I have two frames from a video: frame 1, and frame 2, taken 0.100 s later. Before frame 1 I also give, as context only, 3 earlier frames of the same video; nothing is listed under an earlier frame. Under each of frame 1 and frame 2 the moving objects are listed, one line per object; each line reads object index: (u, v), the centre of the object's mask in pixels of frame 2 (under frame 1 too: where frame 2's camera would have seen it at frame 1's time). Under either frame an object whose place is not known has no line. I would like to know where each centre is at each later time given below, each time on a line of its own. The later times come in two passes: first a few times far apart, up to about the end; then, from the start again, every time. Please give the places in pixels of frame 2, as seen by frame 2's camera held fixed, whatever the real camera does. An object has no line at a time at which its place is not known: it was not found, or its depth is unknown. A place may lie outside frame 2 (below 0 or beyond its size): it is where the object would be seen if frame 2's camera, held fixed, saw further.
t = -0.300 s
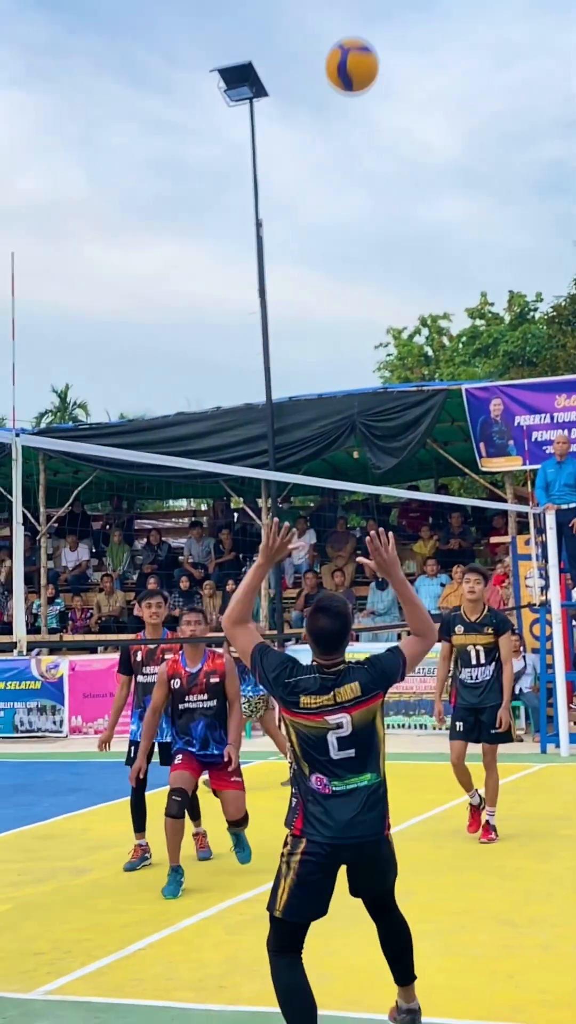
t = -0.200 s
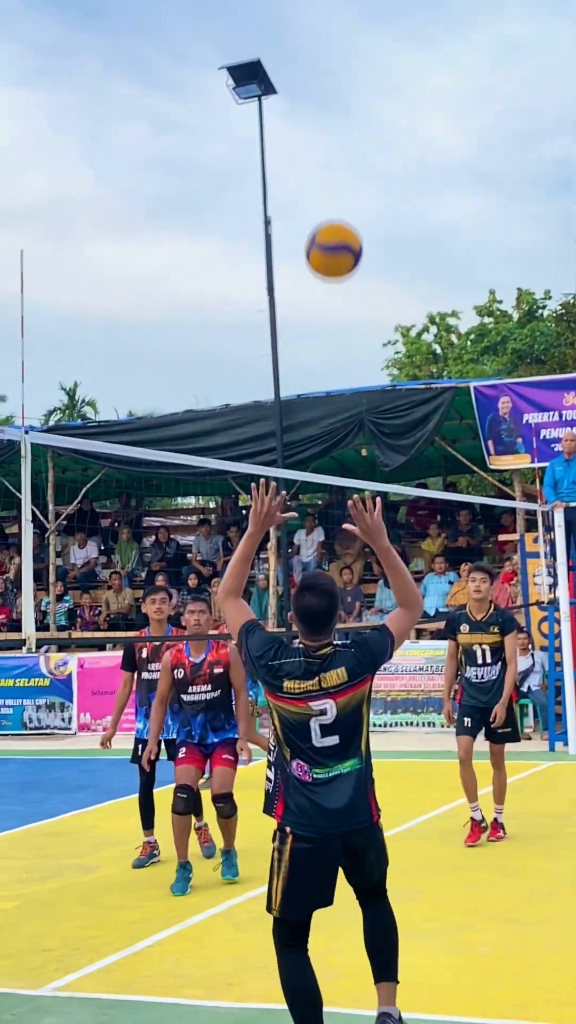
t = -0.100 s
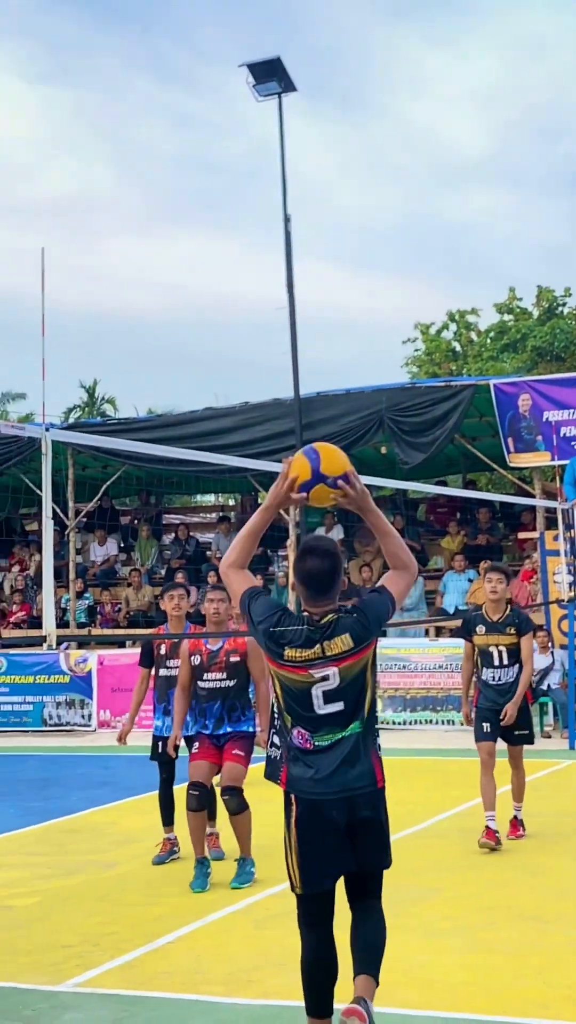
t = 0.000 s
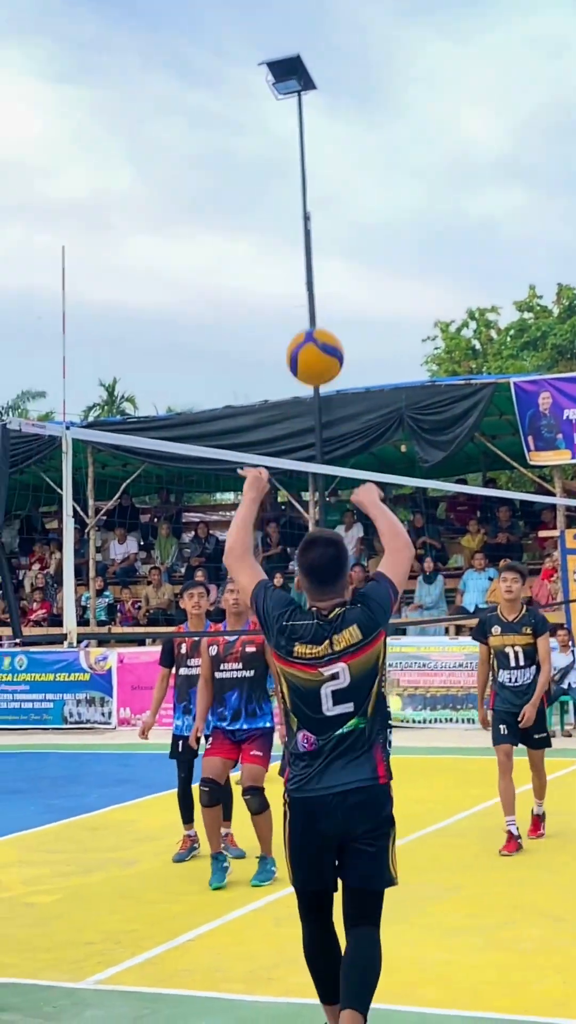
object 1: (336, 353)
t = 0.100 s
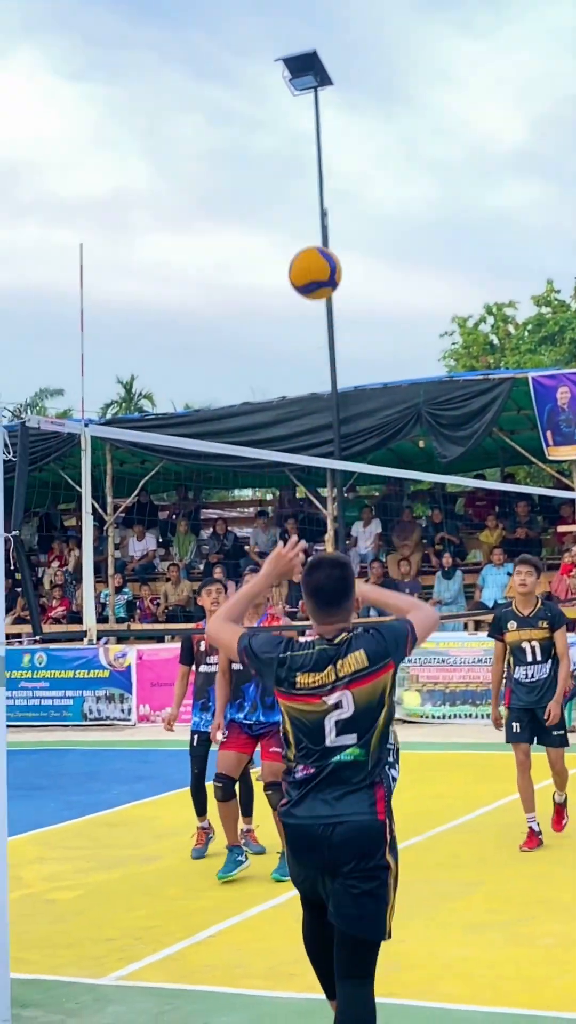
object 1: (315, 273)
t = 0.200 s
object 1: (301, 229)
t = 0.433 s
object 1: (281, 227)
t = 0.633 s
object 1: (274, 298)
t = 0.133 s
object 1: (309, 253)
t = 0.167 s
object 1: (305, 240)
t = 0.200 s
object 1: (301, 229)
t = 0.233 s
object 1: (297, 222)
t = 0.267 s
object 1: (293, 217)
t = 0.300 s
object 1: (290, 215)
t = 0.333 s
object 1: (288, 215)
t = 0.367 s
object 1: (285, 217)
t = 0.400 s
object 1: (283, 221)
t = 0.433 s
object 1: (281, 227)
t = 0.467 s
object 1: (280, 235)
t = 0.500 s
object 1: (278, 244)
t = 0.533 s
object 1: (277, 255)
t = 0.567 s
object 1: (276, 268)
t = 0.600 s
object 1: (275, 282)
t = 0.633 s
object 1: (274, 298)
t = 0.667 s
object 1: (274, 315)
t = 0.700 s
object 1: (274, 333)
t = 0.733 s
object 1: (273, 352)
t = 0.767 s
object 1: (273, 373)
